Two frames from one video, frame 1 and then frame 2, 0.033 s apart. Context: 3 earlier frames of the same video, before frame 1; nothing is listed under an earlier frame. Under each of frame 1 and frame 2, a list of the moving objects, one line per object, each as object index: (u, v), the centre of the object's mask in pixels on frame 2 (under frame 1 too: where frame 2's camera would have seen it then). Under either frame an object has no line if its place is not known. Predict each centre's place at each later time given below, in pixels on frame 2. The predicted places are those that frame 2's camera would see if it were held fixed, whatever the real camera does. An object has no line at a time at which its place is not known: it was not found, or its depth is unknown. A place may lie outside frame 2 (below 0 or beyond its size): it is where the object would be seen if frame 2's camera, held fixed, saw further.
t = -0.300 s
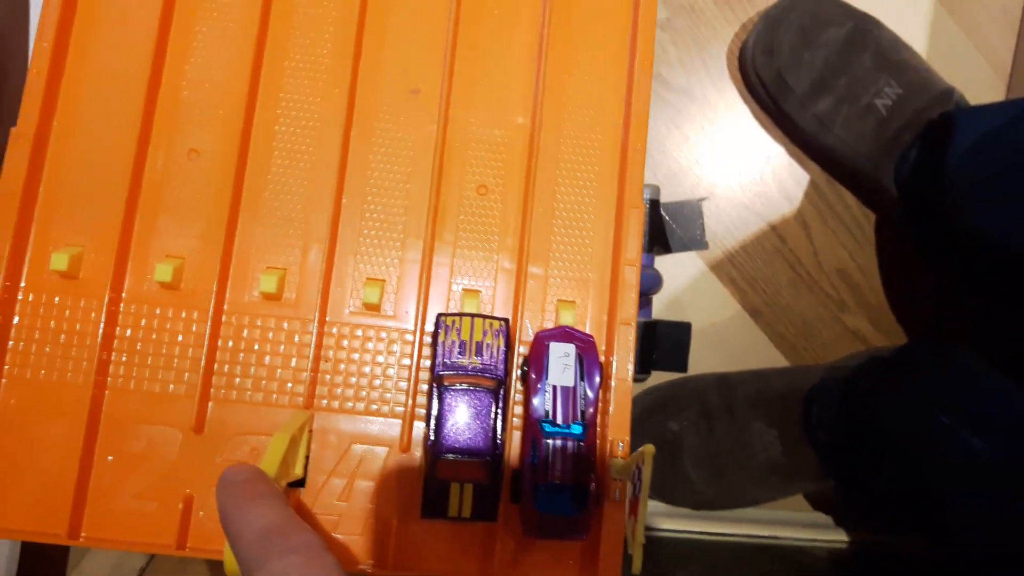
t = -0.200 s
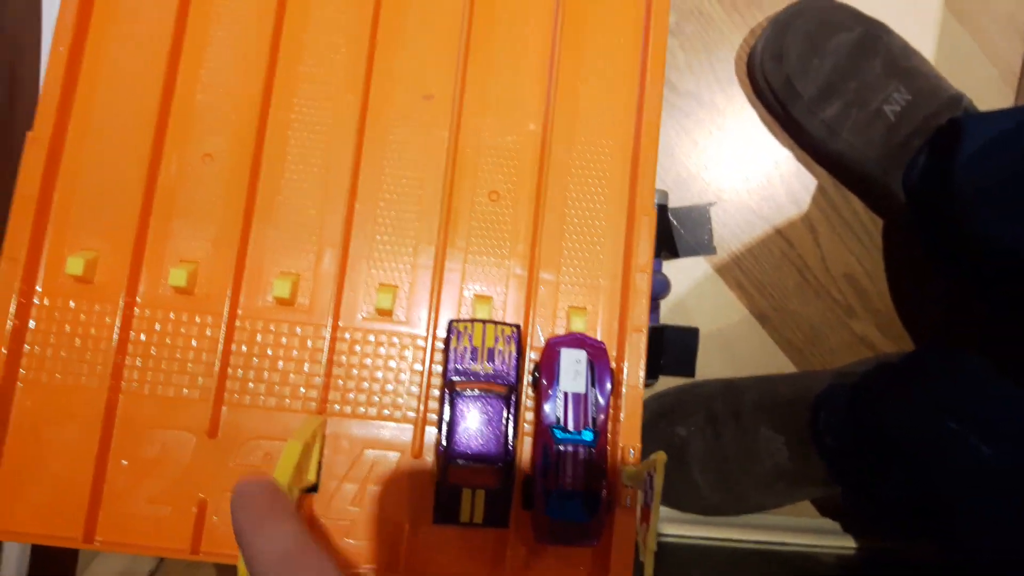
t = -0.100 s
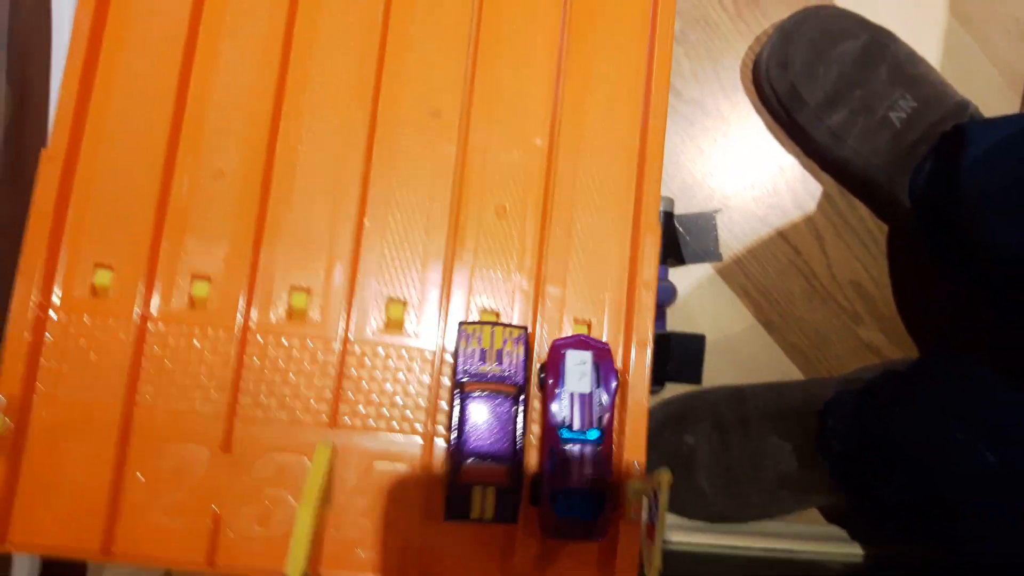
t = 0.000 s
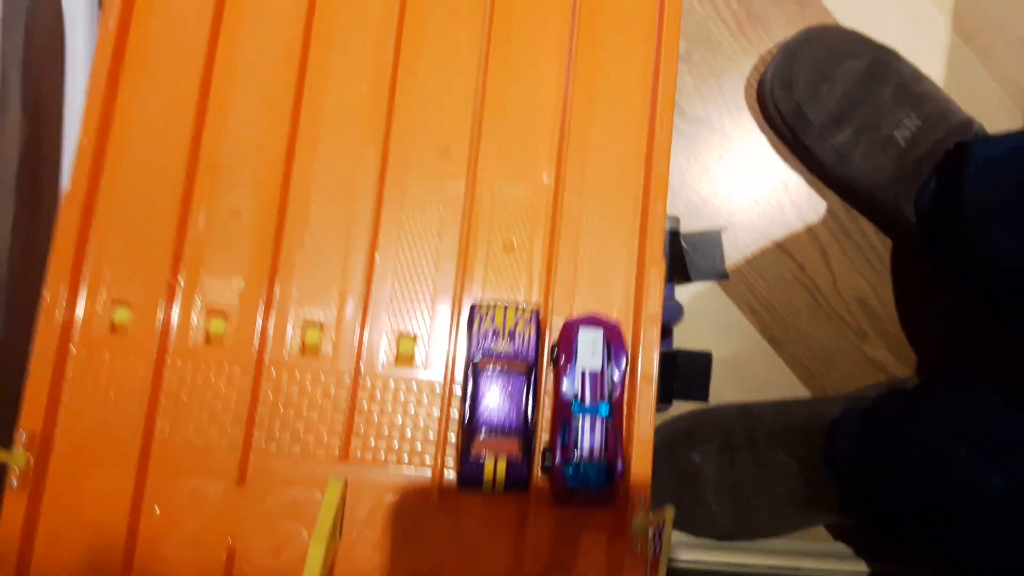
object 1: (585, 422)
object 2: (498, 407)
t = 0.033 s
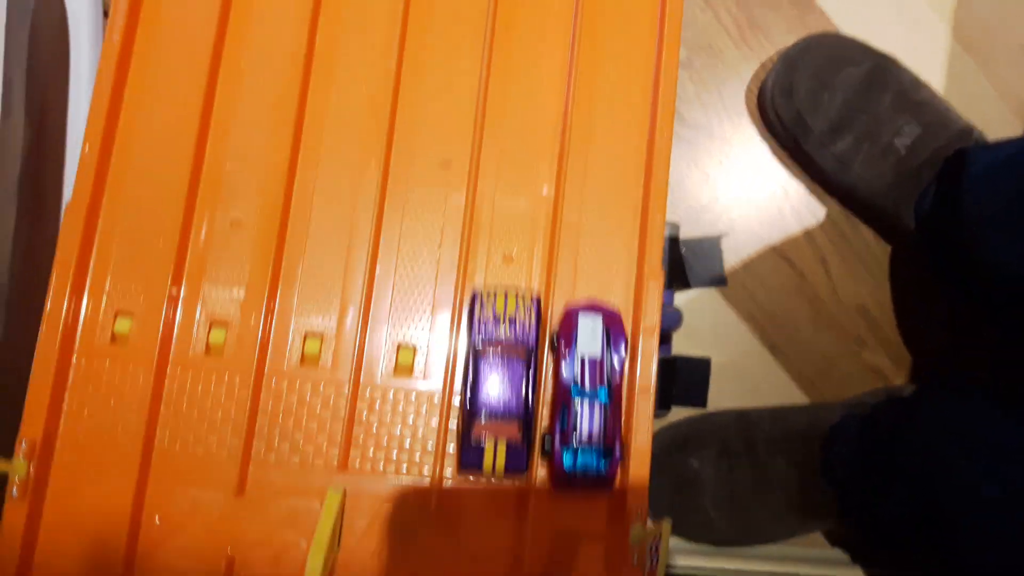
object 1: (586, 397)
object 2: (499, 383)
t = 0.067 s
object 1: (588, 372)
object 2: (502, 355)
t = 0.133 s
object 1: (591, 325)
